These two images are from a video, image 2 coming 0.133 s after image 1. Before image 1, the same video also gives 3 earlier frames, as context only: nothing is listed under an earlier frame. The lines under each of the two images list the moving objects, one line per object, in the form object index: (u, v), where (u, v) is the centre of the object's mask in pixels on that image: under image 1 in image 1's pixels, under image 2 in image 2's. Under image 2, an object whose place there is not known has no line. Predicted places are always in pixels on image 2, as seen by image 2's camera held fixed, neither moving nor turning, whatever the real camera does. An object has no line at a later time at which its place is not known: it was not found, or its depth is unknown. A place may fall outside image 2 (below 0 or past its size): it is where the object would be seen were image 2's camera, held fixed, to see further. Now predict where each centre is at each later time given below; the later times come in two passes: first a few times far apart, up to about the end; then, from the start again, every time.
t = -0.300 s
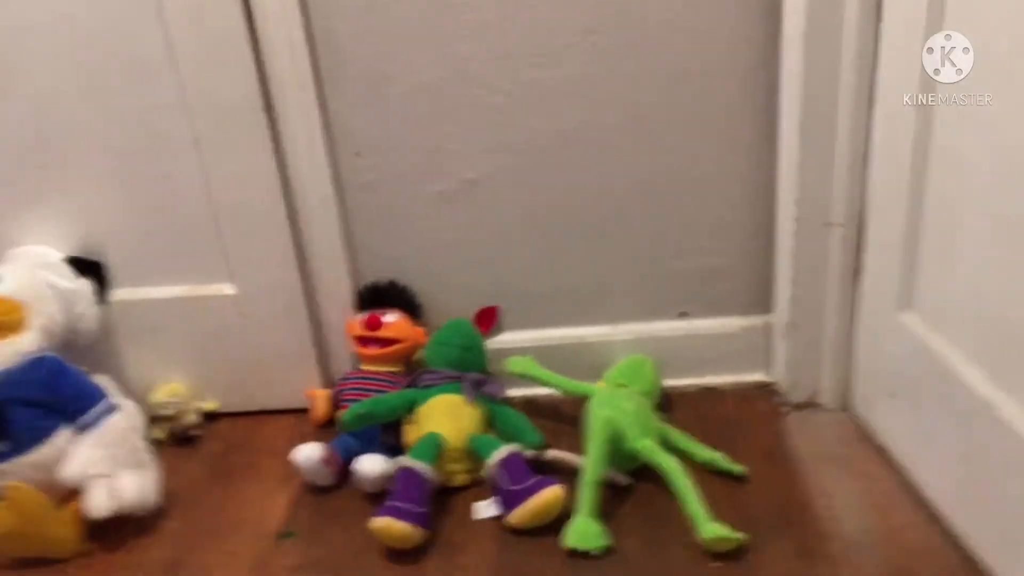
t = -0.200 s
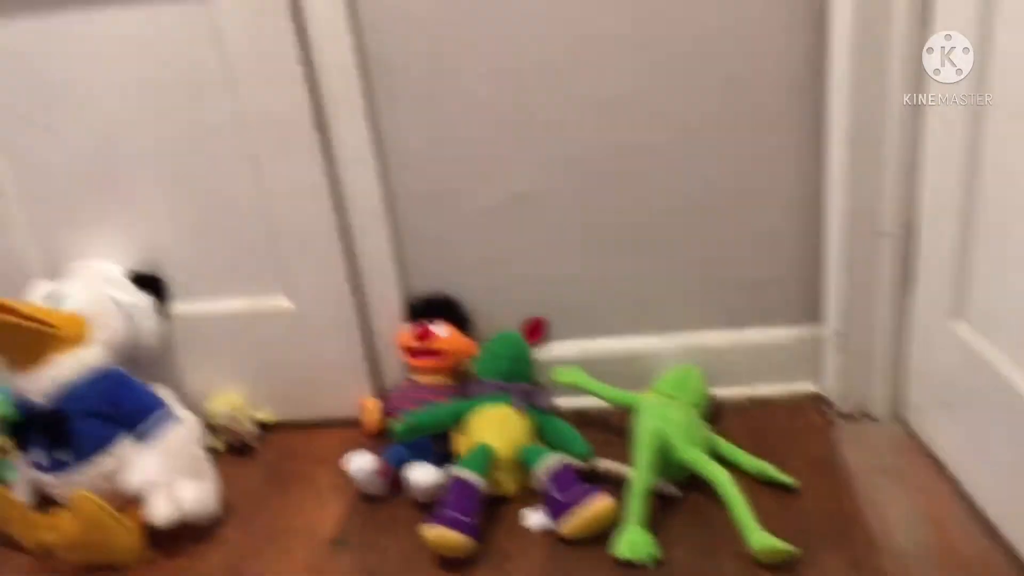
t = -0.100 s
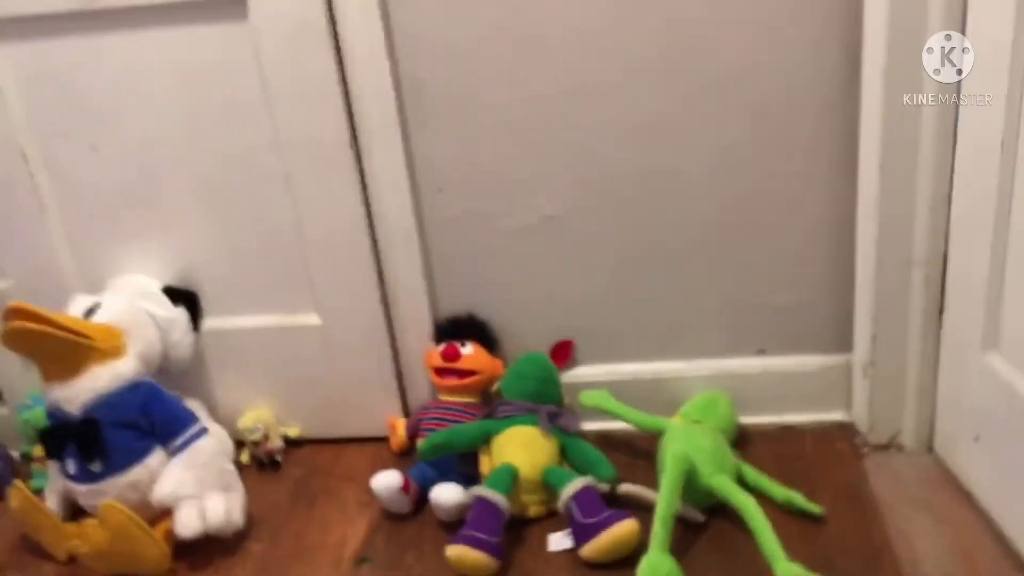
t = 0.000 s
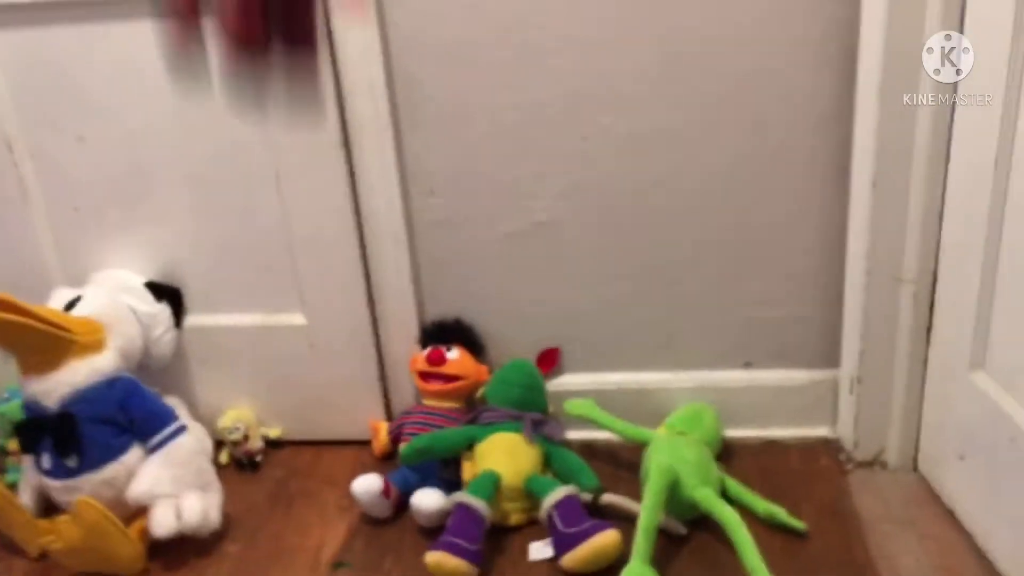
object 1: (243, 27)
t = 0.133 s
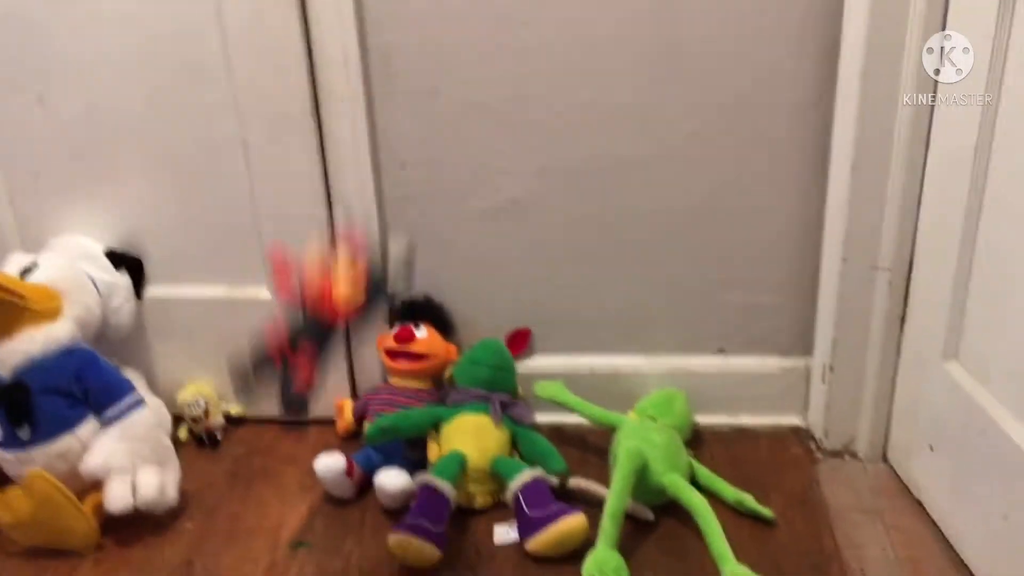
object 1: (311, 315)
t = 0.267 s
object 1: (319, 451)
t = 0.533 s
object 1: (226, 425)
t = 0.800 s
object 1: (203, 425)
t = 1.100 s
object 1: (220, 429)
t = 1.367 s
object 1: (227, 438)
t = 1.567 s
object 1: (228, 439)
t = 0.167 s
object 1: (325, 391)
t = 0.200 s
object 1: (334, 472)
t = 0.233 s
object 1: (331, 479)
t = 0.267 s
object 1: (319, 451)
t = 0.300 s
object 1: (296, 414)
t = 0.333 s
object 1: (285, 397)
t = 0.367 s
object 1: (272, 384)
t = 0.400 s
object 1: (258, 380)
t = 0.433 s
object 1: (249, 382)
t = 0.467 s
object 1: (240, 390)
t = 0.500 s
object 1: (235, 402)
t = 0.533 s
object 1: (226, 425)
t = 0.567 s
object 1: (219, 447)
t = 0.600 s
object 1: (211, 442)
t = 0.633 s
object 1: (203, 437)
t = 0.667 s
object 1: (199, 433)
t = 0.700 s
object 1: (200, 431)
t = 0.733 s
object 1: (201, 429)
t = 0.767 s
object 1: (203, 429)
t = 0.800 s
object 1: (203, 425)
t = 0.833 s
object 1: (204, 424)
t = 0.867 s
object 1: (208, 426)
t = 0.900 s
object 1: (211, 426)
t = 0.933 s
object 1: (215, 425)
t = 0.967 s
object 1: (220, 424)
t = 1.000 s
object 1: (221, 426)
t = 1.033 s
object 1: (220, 426)
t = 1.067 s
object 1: (220, 427)
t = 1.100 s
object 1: (220, 429)
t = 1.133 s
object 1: (220, 432)
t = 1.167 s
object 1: (221, 434)
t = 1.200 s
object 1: (222, 436)
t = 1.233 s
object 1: (223, 437)
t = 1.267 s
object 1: (224, 438)
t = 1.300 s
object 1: (226, 438)
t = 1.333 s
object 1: (227, 439)
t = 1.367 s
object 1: (227, 438)
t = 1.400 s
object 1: (227, 438)
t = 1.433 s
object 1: (227, 438)
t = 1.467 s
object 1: (227, 438)
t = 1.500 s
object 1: (227, 438)
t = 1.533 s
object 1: (227, 438)
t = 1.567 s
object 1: (228, 439)
